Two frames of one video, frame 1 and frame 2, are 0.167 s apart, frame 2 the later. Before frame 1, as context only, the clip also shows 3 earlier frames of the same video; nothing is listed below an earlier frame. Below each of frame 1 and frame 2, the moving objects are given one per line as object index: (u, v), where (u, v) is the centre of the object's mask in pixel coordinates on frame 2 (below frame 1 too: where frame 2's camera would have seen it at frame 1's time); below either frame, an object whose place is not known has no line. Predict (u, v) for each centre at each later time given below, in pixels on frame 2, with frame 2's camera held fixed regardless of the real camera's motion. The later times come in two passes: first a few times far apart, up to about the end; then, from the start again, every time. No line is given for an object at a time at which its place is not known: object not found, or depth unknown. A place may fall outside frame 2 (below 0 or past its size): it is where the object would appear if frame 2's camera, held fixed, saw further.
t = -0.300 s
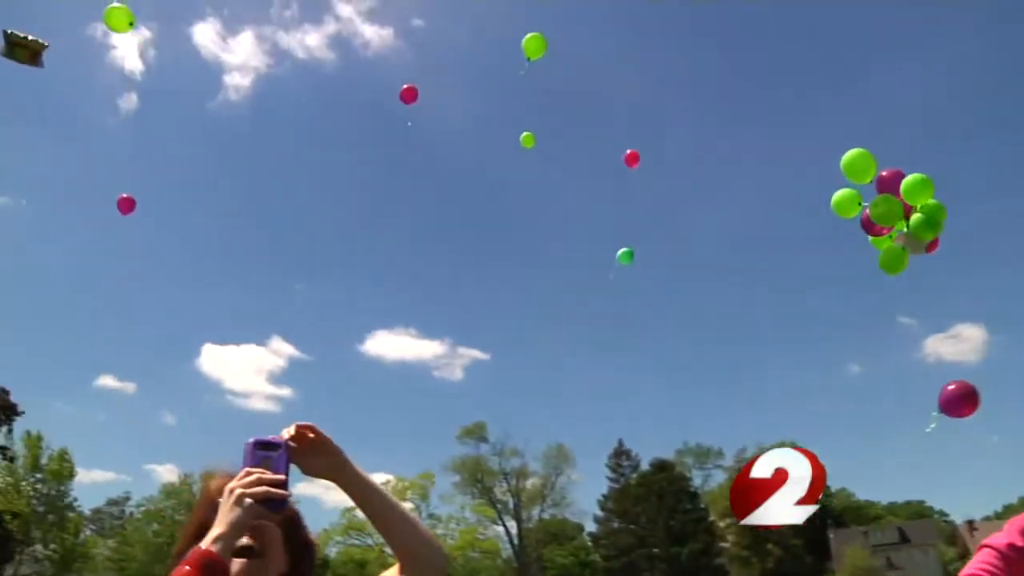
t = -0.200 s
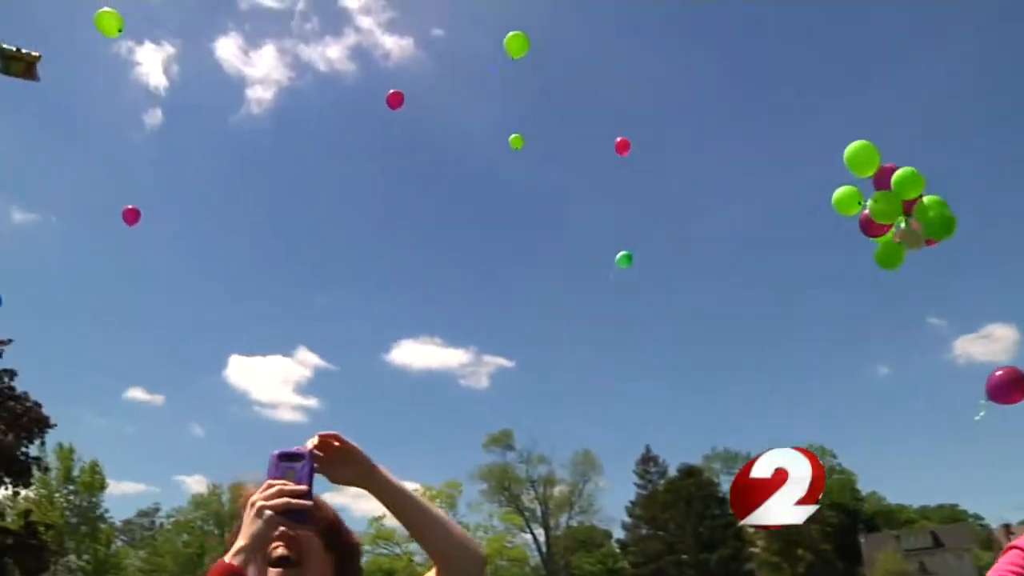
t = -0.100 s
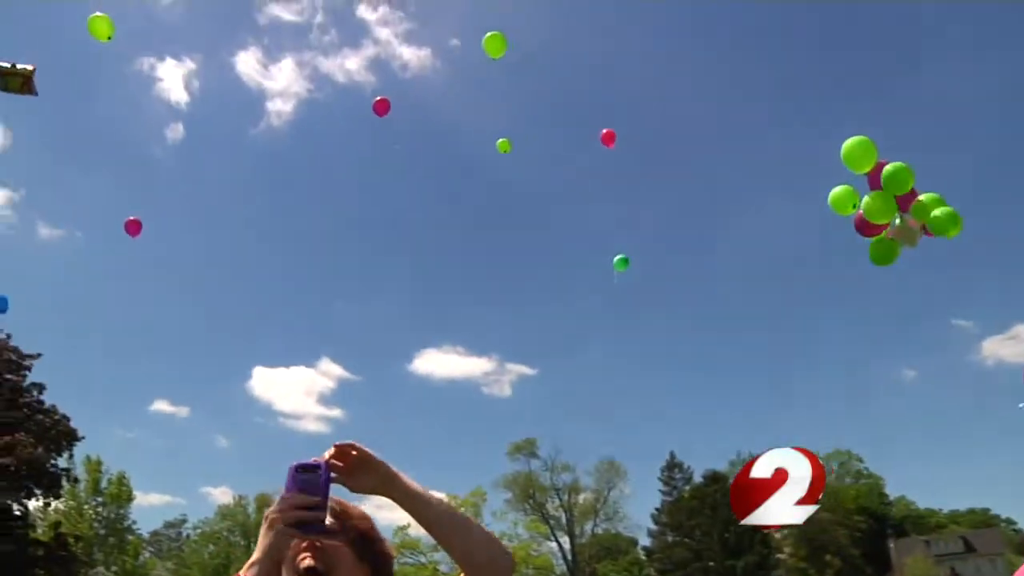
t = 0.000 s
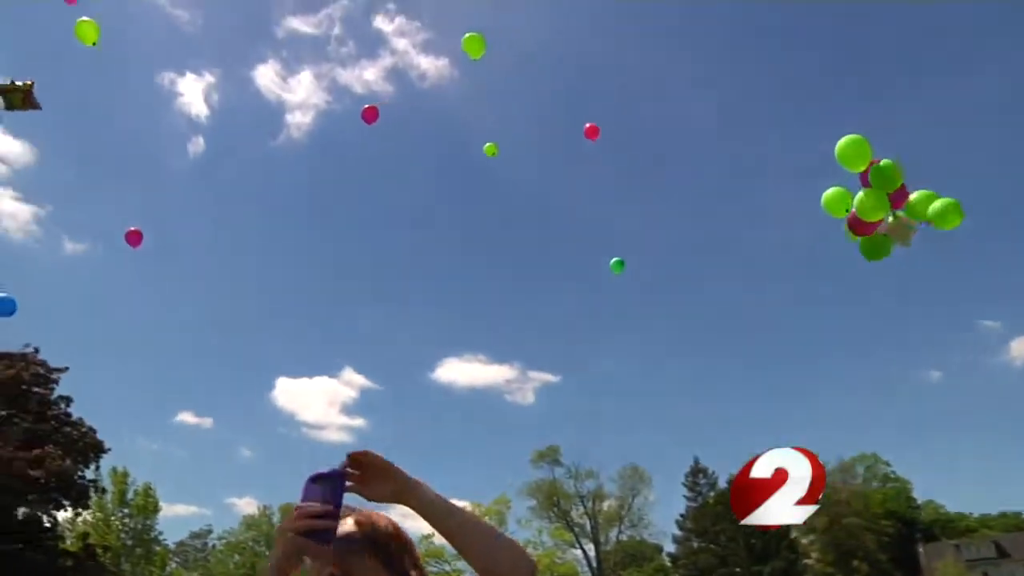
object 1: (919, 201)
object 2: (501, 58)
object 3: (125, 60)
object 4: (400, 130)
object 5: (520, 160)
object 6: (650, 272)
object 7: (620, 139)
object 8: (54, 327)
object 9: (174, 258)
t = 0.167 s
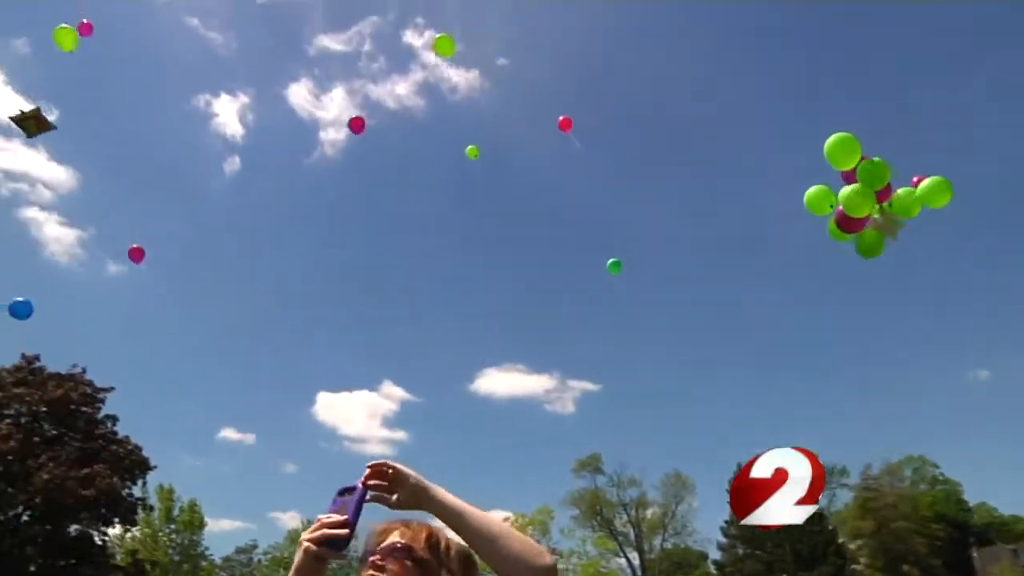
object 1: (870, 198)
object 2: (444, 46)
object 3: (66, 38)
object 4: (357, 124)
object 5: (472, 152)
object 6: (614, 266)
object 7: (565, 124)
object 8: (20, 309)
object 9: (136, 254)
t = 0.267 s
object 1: (840, 195)
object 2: (409, 39)
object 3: (49, 22)
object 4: (331, 119)
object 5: (446, 146)
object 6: (592, 262)
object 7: (532, 116)
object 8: (3, 299)
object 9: (113, 251)
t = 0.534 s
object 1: (756, 178)
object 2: (301, 26)
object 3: (25, 16)
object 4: (266, 102)
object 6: (533, 253)
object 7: (450, 102)
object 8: (-36, 272)
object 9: (58, 247)
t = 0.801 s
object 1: (680, 150)
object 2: (196, 27)
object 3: (-19, 4)
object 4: (214, 89)
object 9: (16, 243)
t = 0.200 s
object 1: (860, 197)
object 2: (432, 43)
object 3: (58, 32)
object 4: (348, 123)
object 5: (463, 150)
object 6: (607, 265)
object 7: (554, 121)
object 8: (15, 305)
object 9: (128, 253)
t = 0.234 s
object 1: (850, 196)
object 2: (421, 41)
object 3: (53, 27)
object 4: (340, 121)
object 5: (454, 148)
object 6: (600, 263)
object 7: (543, 118)
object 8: (9, 302)
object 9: (121, 252)
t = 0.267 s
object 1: (840, 195)
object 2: (409, 39)
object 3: (49, 22)
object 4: (331, 119)
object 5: (446, 146)
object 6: (592, 262)
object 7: (532, 116)
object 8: (3, 299)
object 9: (113, 251)
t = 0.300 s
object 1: (829, 193)
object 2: (396, 36)
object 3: (47, 20)
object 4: (323, 117)
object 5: (436, 145)
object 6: (585, 261)
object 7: (522, 113)
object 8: (-2, 296)
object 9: (106, 250)
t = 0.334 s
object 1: (819, 192)
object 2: (383, 34)
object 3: (45, 17)
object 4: (314, 115)
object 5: (427, 143)
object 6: (578, 260)
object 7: (511, 111)
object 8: (-8, 293)
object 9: (98, 250)
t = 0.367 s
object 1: (809, 190)
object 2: (370, 31)
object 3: (42, 16)
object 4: (306, 113)
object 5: (419, 141)
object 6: (571, 259)
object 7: (501, 109)
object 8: (-13, 291)
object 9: (91, 249)
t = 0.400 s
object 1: (798, 187)
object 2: (356, 29)
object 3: (39, 15)
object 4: (298, 111)
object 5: (411, 139)
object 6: (564, 258)
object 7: (491, 106)
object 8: (-19, 287)
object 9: (84, 249)
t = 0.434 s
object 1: (787, 186)
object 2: (342, 28)
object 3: (35, 15)
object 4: (289, 109)
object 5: (402, 137)
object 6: (556, 256)
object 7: (480, 104)
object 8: (-24, 284)
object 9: (77, 248)
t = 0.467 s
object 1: (777, 184)
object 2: (327, 27)
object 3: (32, 15)
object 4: (281, 106)
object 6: (549, 255)
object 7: (470, 103)
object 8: (-29, 280)
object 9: (70, 247)
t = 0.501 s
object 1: (766, 181)
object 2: (314, 26)
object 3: (27, 14)
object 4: (273, 104)
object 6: (541, 254)
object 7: (460, 102)
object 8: (-33, 277)
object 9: (63, 247)
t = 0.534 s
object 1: (756, 178)
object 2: (301, 26)
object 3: (25, 16)
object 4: (266, 102)
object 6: (533, 253)
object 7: (450, 102)
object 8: (-36, 272)
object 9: (58, 247)
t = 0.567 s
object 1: (746, 176)
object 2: (287, 26)
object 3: (21, 16)
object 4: (259, 100)
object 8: (-40, 268)
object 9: (52, 246)
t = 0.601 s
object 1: (736, 173)
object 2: (274, 27)
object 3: (16, 15)
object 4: (252, 99)
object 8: (-45, 264)
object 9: (47, 246)
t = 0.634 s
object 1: (727, 170)
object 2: (261, 27)
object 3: (11, 15)
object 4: (245, 97)
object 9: (41, 245)
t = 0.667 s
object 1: (717, 167)
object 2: (247, 27)
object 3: (5, 13)
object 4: (238, 95)
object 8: (-53, 254)
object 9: (36, 245)
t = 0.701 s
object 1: (706, 164)
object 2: (235, 27)
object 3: (-1, 12)
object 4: (232, 94)
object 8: (-57, 249)
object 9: (31, 245)
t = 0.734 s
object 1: (692, 166)
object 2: (222, 28)
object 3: (-7, 10)
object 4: (225, 92)
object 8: (-61, 245)
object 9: (26, 245)
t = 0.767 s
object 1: (703, 170)
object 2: (209, 27)
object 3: (-12, 7)
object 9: (21, 244)
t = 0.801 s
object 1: (680, 150)
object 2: (196, 27)
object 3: (-19, 4)
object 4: (214, 89)
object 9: (16, 243)
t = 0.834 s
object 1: (664, 143)
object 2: (182, 28)
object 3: (-26, 1)
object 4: (208, 88)
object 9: (11, 243)
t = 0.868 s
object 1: (653, 138)
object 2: (170, 28)
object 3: (-32, -2)
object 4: (202, 87)
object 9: (7, 243)
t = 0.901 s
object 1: (642, 133)
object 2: (158, 28)
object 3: (-38, -5)
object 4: (197, 87)
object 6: (449, 238)
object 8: (-84, 224)
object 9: (3, 243)
